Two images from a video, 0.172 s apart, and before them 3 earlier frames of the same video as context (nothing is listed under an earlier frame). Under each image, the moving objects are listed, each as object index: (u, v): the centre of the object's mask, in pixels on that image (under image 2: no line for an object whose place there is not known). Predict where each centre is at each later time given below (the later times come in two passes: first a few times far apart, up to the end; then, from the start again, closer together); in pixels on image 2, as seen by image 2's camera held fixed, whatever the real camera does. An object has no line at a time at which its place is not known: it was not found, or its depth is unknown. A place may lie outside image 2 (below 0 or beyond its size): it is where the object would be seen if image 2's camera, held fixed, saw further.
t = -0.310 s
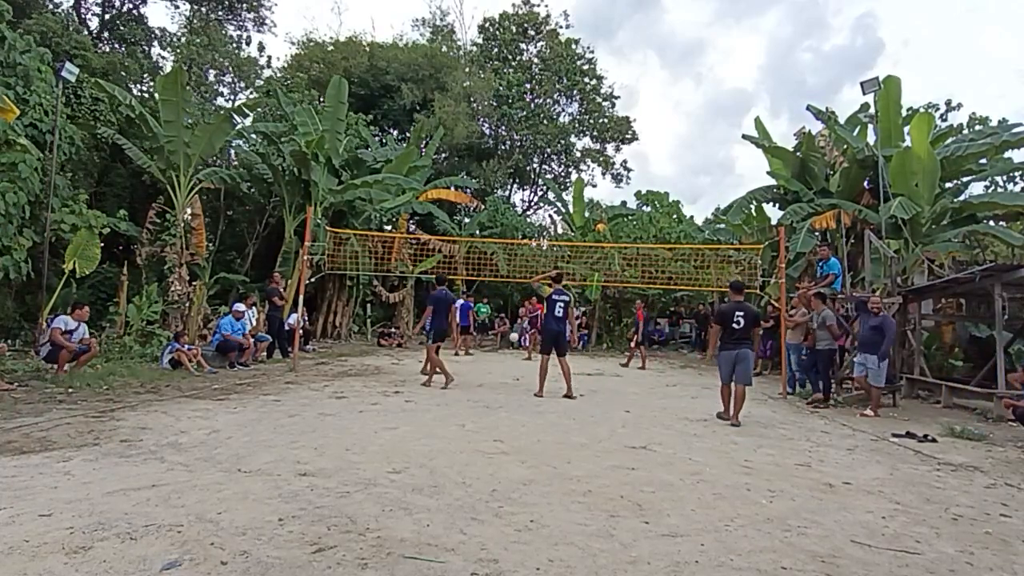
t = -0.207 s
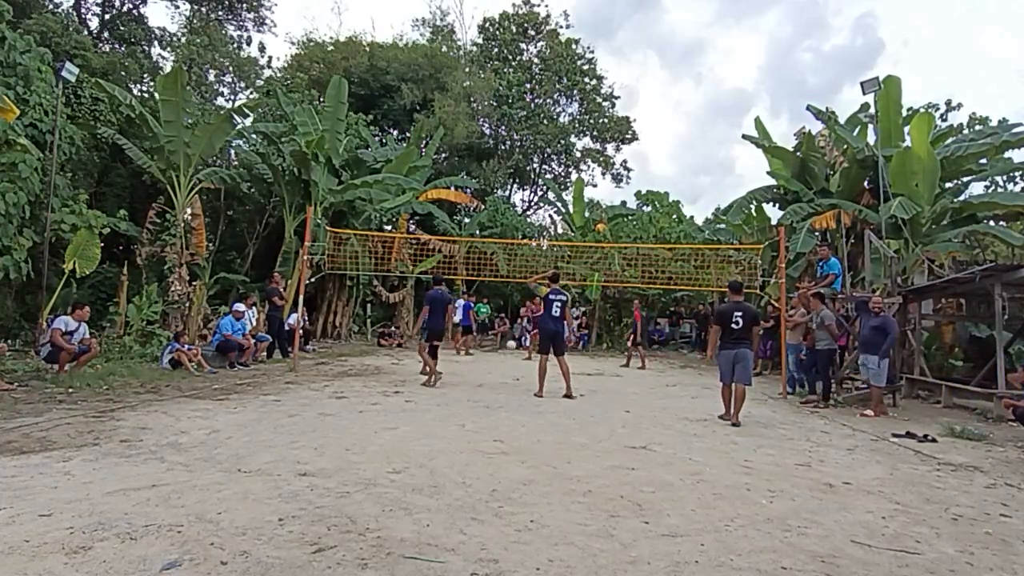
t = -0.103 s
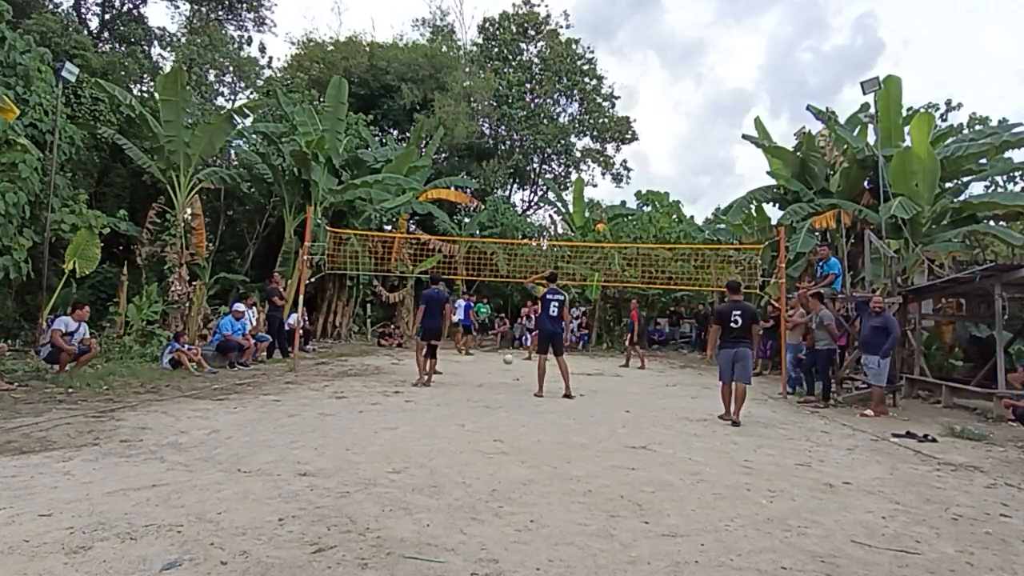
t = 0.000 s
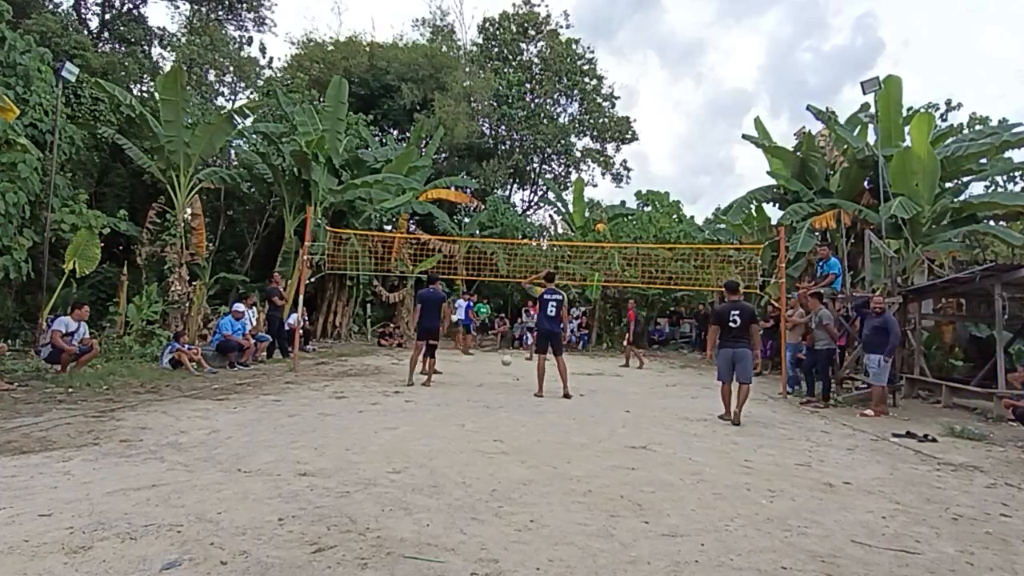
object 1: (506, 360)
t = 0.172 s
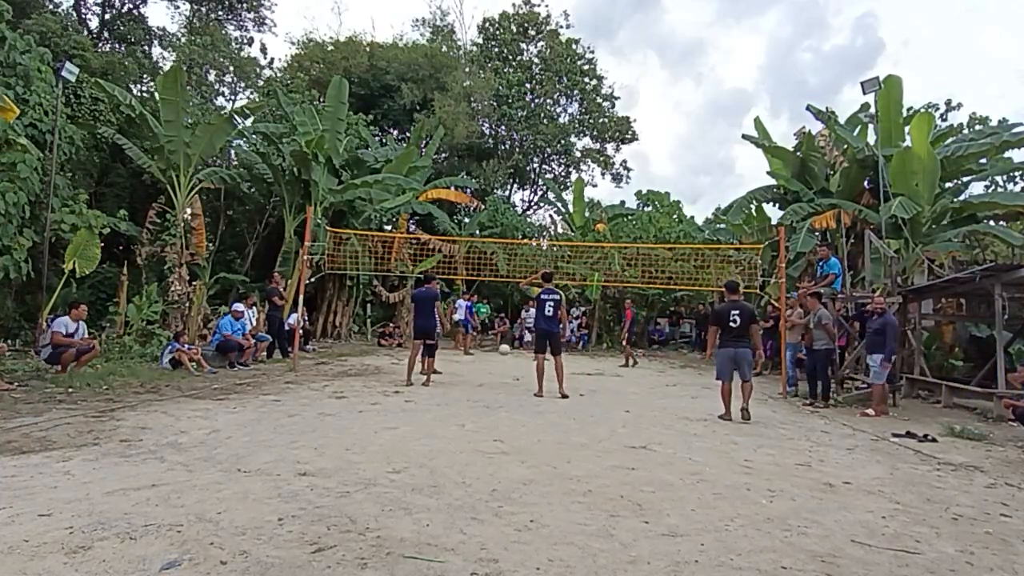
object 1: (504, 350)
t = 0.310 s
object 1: (501, 353)
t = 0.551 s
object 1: (494, 383)
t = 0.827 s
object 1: (488, 360)
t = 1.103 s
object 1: (476, 402)
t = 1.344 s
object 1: (464, 411)
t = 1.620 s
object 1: (440, 459)
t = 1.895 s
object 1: (387, 529)
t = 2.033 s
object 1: (344, 562)
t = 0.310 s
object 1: (501, 353)
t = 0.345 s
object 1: (500, 356)
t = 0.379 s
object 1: (499, 359)
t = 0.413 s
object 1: (499, 364)
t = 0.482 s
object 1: (496, 375)
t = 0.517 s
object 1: (495, 383)
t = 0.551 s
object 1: (494, 383)
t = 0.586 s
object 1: (494, 376)
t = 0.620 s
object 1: (493, 372)
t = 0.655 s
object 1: (493, 368)
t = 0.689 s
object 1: (492, 365)
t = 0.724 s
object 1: (491, 362)
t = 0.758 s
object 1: (490, 361)
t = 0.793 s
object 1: (489, 360)
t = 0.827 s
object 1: (488, 360)
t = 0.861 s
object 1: (487, 361)
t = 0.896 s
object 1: (486, 363)
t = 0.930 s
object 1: (484, 367)
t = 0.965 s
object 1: (483, 371)
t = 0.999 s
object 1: (481, 376)
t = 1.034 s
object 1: (479, 383)
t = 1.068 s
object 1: (478, 392)
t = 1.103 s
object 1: (476, 402)
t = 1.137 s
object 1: (474, 413)
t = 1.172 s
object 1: (472, 414)
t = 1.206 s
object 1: (471, 411)
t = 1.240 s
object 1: (470, 409)
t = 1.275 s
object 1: (468, 409)
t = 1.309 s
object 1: (466, 409)
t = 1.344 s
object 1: (464, 411)
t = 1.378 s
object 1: (462, 414)
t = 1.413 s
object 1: (460, 419)
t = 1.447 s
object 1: (457, 426)
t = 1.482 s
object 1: (454, 436)
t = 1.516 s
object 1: (451, 447)
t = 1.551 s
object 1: (447, 461)
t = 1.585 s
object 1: (444, 461)
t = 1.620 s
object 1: (440, 459)
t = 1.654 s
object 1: (436, 459)
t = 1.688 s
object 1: (431, 461)
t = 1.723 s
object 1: (425, 464)
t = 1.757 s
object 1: (419, 470)
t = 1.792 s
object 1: (412, 480)
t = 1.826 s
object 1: (405, 493)
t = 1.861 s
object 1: (397, 509)
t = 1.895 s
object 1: (387, 529)
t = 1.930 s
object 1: (378, 547)
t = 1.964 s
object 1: (368, 552)
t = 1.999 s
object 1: (357, 556)
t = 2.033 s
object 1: (344, 562)
